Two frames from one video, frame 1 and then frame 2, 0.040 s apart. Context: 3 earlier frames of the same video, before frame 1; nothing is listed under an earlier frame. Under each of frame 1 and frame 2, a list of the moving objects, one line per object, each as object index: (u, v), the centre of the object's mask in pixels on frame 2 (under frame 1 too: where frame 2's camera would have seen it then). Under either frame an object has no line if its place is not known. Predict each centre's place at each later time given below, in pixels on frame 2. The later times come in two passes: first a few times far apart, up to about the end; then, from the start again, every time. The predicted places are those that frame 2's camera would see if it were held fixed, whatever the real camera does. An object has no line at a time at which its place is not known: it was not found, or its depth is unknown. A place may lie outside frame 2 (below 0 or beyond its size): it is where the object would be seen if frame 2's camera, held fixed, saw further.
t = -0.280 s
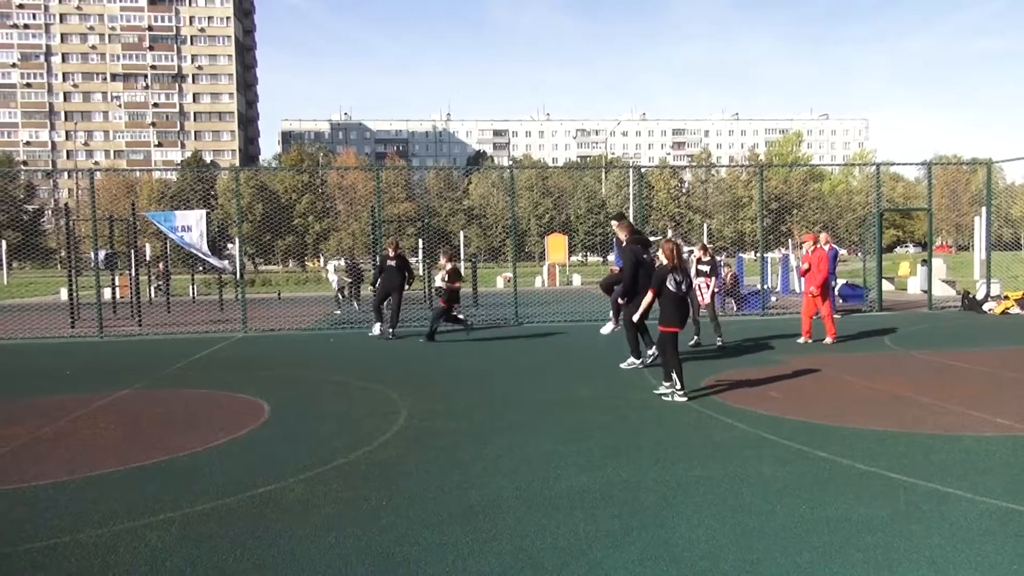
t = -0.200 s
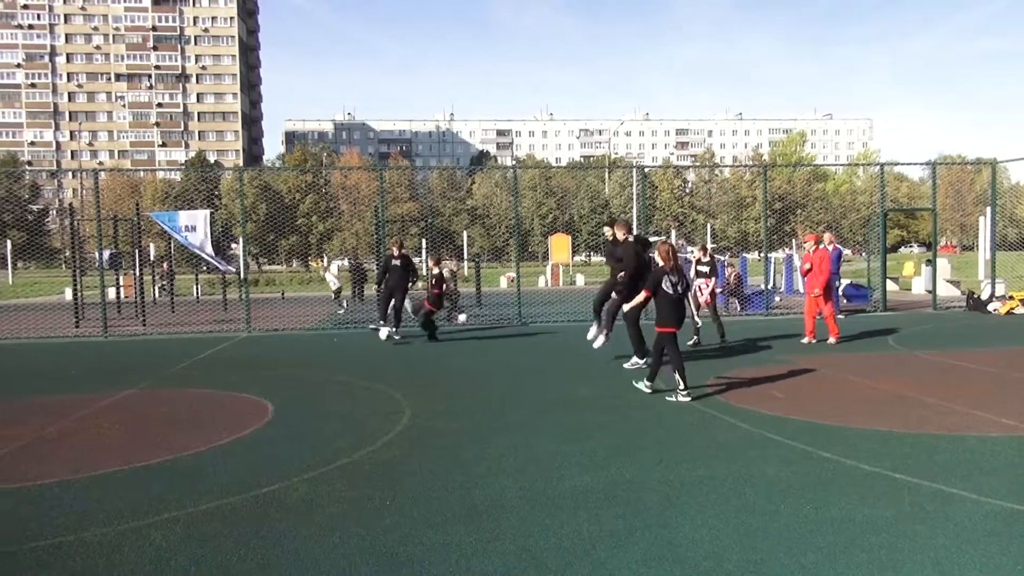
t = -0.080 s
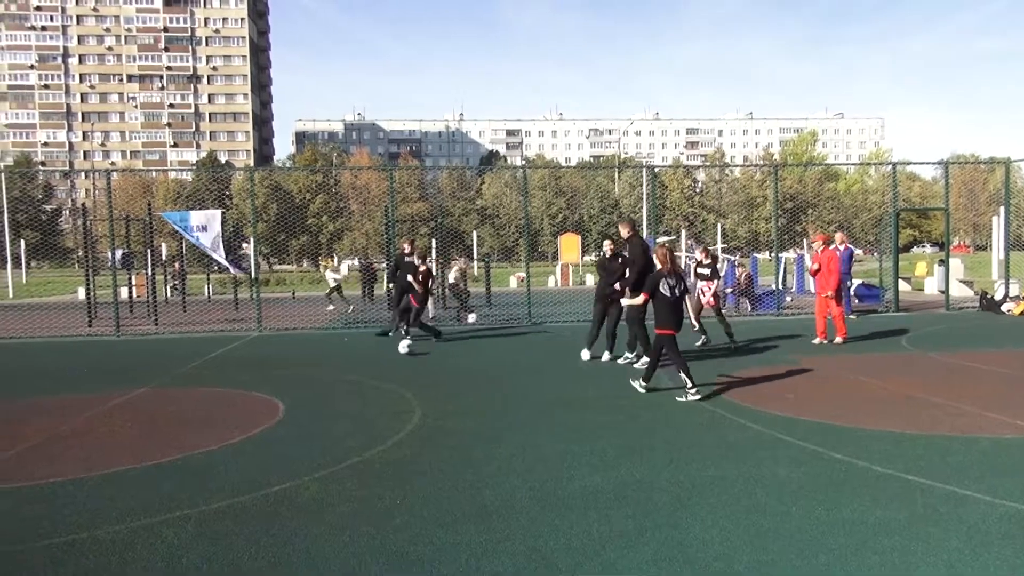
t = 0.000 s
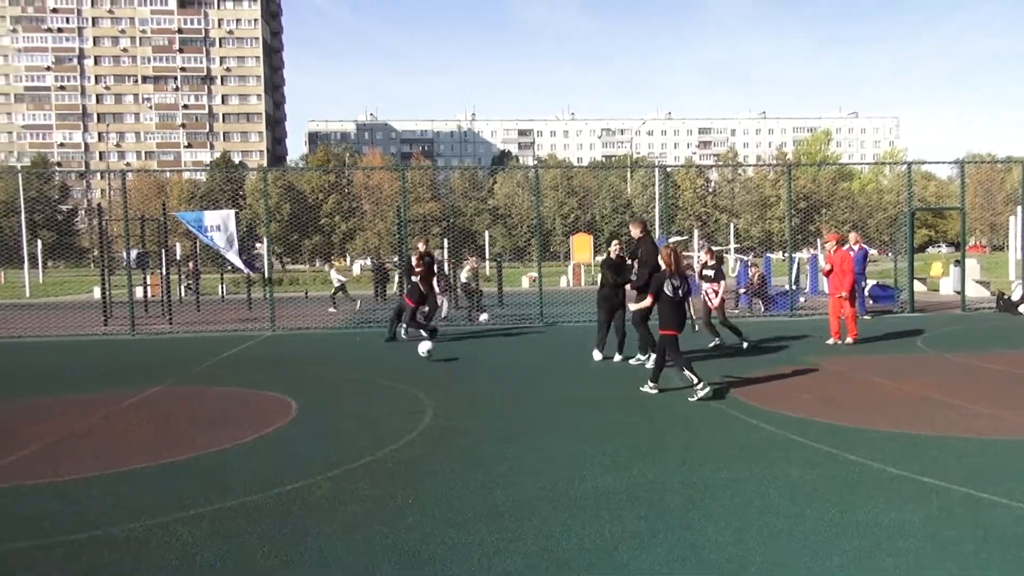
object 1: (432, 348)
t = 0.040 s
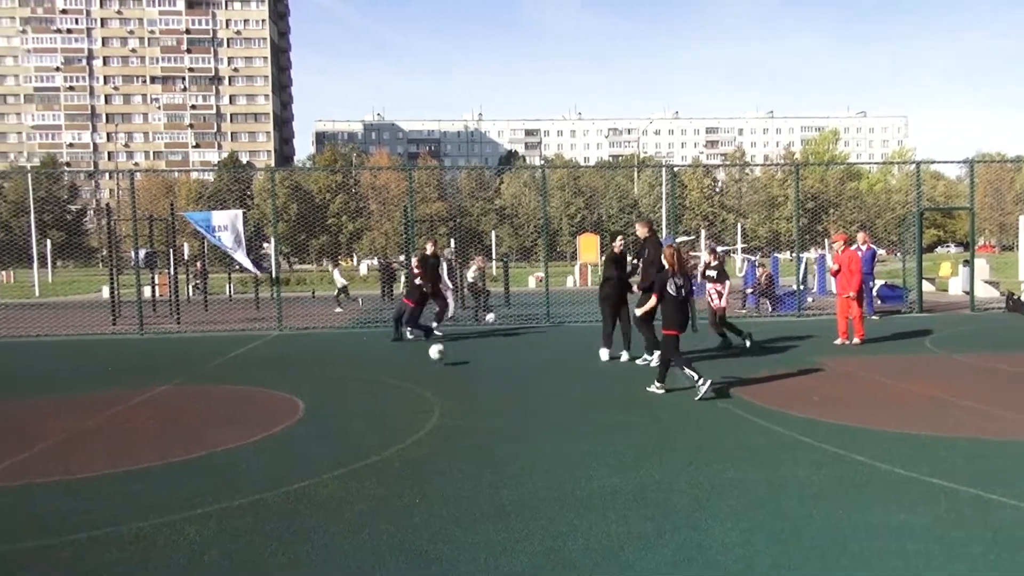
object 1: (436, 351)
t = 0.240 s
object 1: (464, 370)
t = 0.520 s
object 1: (520, 404)
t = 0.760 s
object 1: (608, 463)
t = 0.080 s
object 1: (441, 356)
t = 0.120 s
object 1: (447, 362)
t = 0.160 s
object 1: (453, 369)
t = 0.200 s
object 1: (458, 369)
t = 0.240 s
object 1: (464, 370)
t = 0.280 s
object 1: (470, 373)
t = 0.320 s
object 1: (478, 378)
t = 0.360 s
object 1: (484, 385)
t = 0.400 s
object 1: (493, 394)
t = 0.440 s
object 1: (502, 402)
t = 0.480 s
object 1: (511, 402)
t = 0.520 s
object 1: (520, 404)
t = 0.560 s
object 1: (531, 409)
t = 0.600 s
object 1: (544, 416)
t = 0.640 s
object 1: (558, 428)
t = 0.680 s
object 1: (573, 441)
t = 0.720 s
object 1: (589, 459)
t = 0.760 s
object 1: (608, 463)
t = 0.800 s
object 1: (627, 464)
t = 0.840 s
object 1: (650, 471)
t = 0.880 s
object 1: (675, 480)
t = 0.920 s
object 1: (705, 494)
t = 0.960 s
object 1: (738, 515)
